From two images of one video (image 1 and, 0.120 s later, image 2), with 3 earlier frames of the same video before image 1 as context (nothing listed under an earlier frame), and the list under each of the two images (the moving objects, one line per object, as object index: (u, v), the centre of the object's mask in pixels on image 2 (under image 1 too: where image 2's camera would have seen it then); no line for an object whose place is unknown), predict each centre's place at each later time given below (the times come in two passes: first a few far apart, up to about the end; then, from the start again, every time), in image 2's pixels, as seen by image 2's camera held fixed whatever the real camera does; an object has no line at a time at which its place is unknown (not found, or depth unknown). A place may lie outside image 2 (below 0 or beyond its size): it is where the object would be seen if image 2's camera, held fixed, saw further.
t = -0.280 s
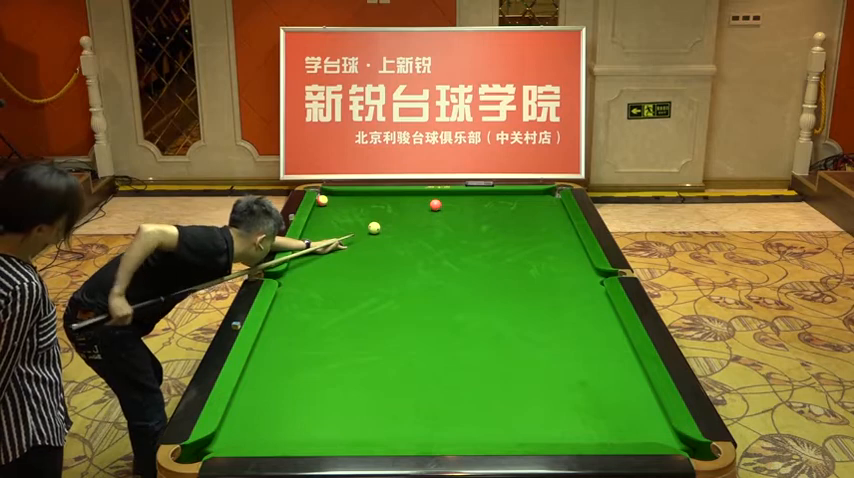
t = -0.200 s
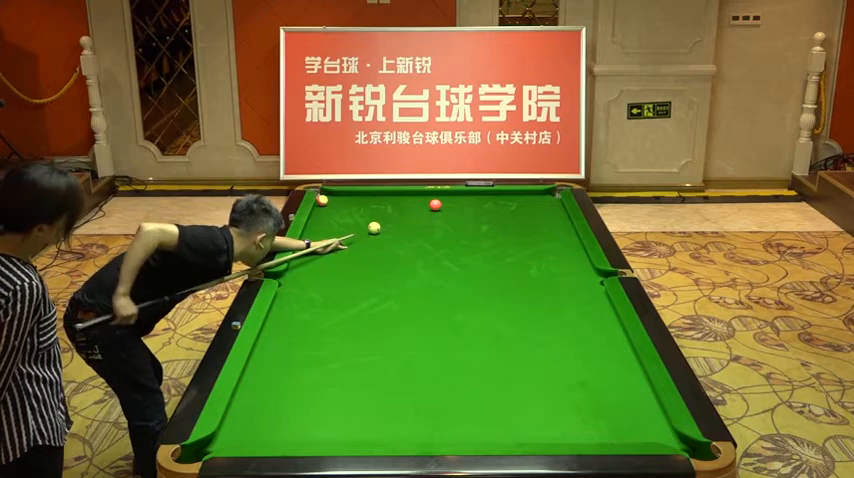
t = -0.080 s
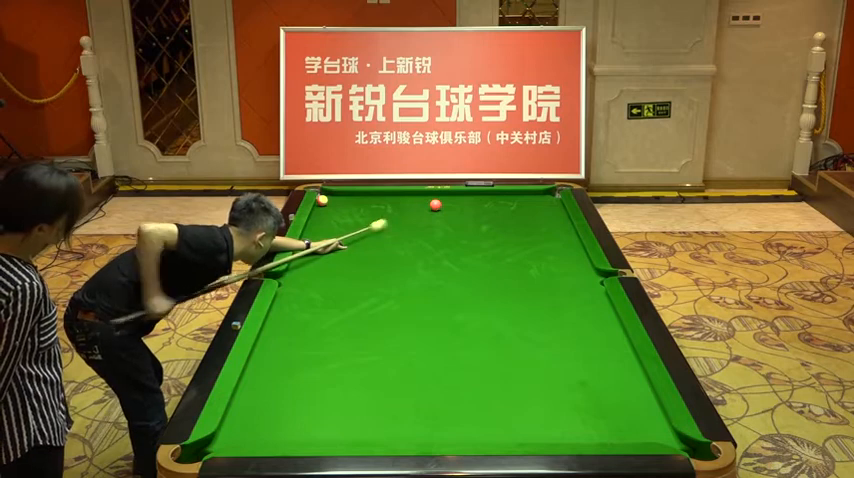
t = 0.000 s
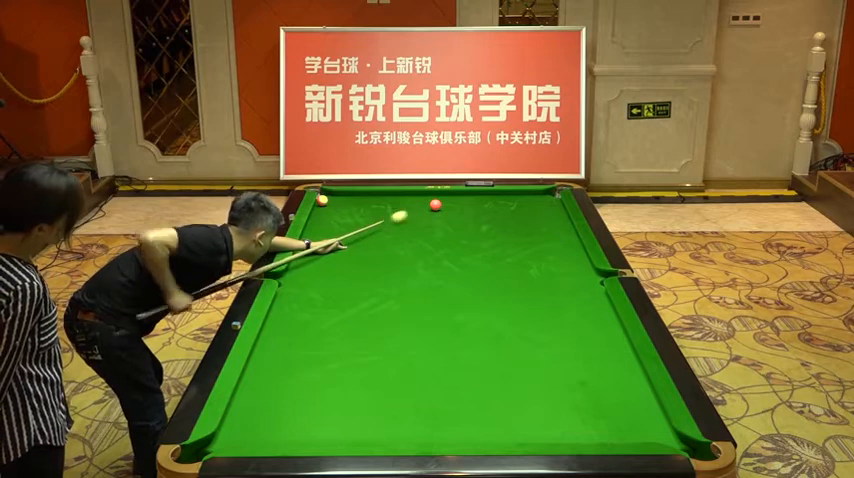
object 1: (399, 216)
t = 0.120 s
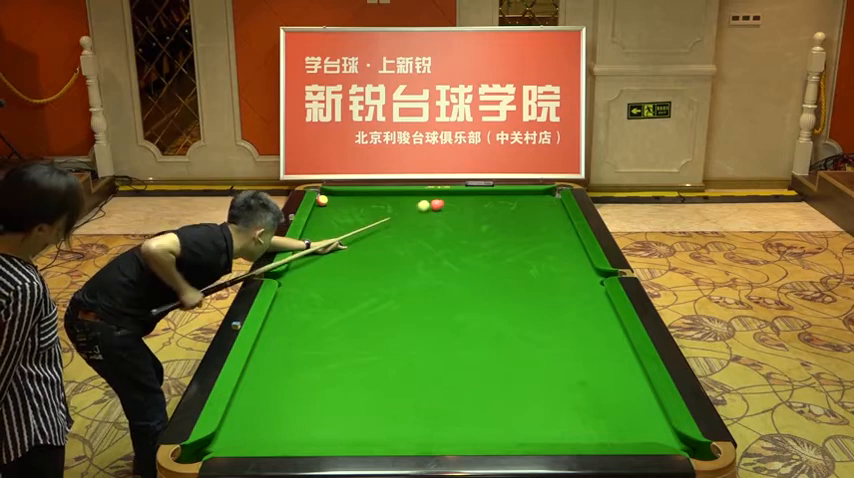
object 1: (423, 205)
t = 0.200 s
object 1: (420, 201)
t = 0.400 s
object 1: (419, 194)
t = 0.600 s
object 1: (415, 203)
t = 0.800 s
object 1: (411, 212)
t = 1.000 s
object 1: (406, 221)
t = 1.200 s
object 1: (402, 230)
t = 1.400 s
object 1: (397, 240)
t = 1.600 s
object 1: (392, 250)
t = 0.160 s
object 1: (422, 203)
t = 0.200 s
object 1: (420, 201)
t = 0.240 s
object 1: (420, 198)
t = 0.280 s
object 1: (419, 196)
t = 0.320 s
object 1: (419, 194)
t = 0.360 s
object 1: (419, 192)
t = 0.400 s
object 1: (419, 194)
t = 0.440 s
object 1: (418, 196)
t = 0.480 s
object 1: (417, 198)
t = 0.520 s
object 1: (416, 200)
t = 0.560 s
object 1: (415, 201)
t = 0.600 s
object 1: (415, 203)
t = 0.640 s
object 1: (414, 205)
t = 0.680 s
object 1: (413, 206)
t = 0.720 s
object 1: (412, 208)
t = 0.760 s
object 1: (411, 210)
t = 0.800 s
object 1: (411, 212)
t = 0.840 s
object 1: (410, 214)
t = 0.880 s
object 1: (409, 215)
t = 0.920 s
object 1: (408, 217)
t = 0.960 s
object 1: (407, 219)
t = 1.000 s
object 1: (406, 221)
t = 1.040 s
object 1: (406, 223)
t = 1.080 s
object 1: (405, 224)
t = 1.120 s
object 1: (404, 226)
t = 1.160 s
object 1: (403, 228)
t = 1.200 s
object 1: (402, 230)
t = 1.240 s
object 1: (401, 232)
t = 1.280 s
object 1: (400, 234)
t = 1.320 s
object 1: (399, 236)
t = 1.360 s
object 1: (398, 238)
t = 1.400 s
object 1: (397, 240)
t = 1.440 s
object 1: (396, 242)
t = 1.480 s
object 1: (395, 244)
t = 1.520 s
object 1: (394, 246)
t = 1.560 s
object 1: (393, 248)
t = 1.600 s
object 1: (392, 250)
